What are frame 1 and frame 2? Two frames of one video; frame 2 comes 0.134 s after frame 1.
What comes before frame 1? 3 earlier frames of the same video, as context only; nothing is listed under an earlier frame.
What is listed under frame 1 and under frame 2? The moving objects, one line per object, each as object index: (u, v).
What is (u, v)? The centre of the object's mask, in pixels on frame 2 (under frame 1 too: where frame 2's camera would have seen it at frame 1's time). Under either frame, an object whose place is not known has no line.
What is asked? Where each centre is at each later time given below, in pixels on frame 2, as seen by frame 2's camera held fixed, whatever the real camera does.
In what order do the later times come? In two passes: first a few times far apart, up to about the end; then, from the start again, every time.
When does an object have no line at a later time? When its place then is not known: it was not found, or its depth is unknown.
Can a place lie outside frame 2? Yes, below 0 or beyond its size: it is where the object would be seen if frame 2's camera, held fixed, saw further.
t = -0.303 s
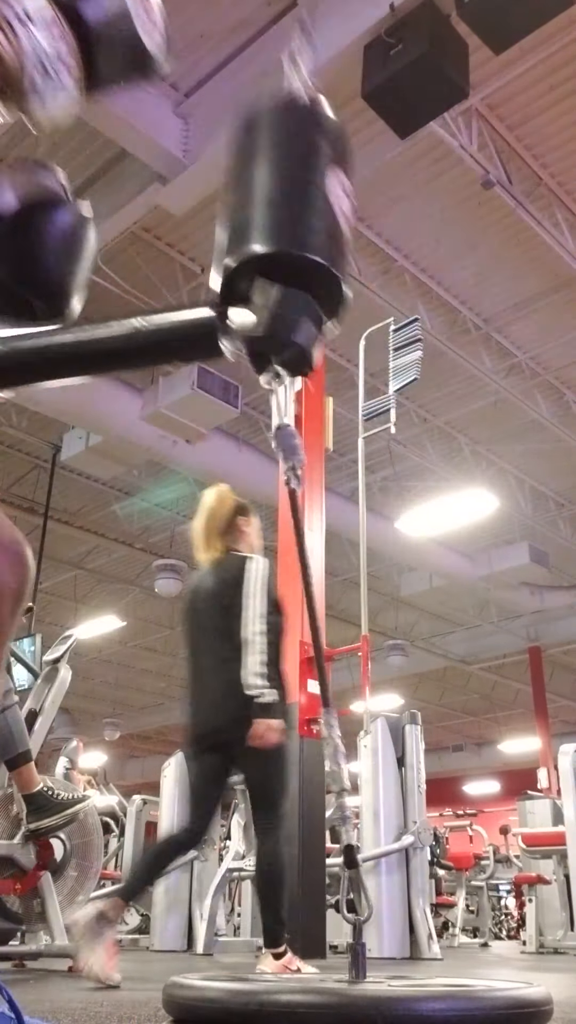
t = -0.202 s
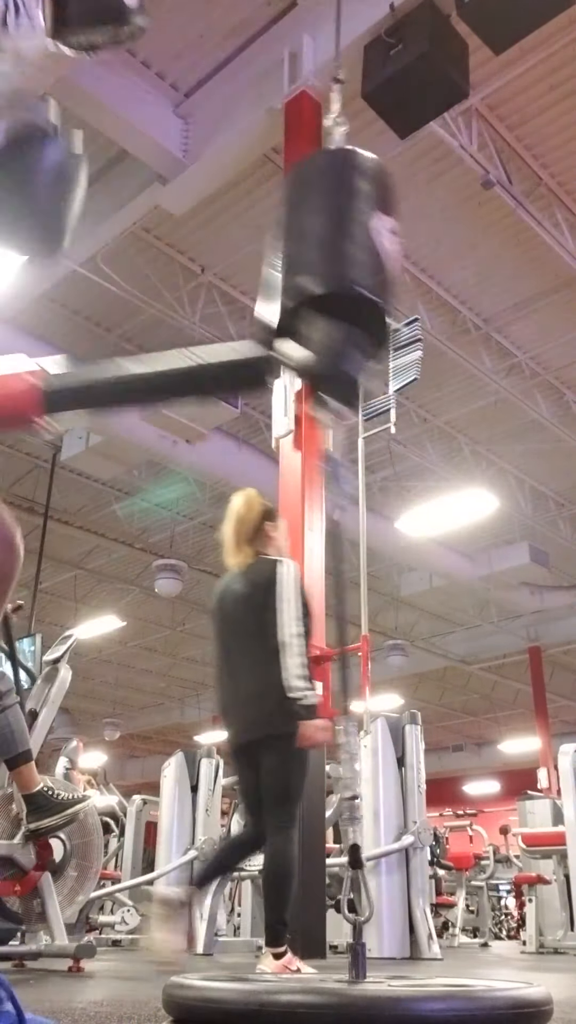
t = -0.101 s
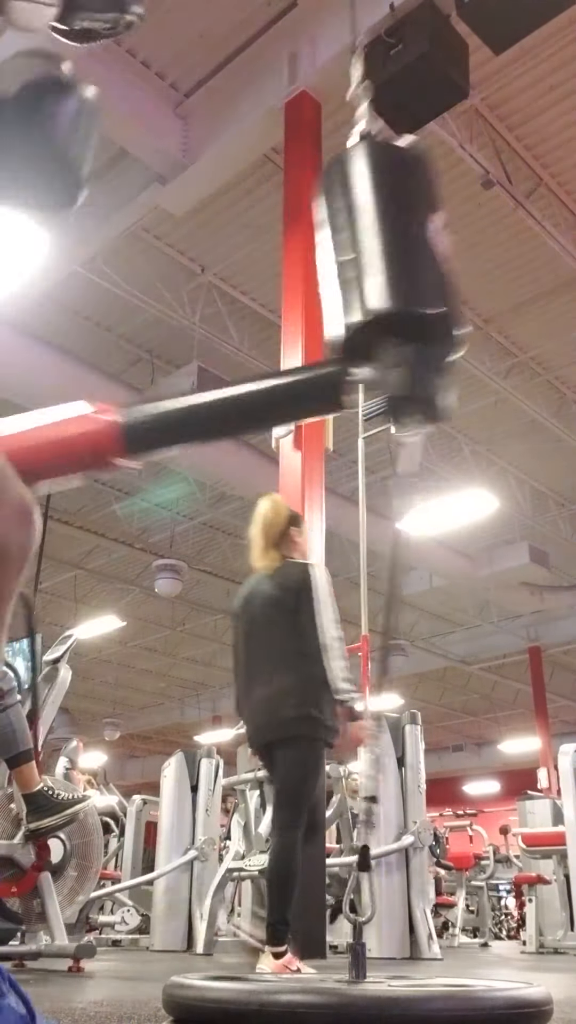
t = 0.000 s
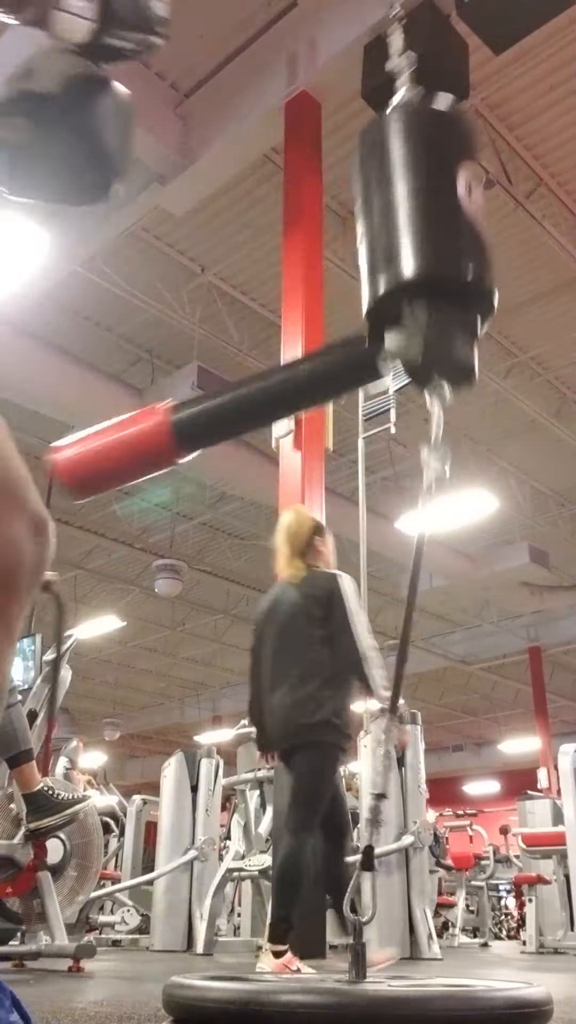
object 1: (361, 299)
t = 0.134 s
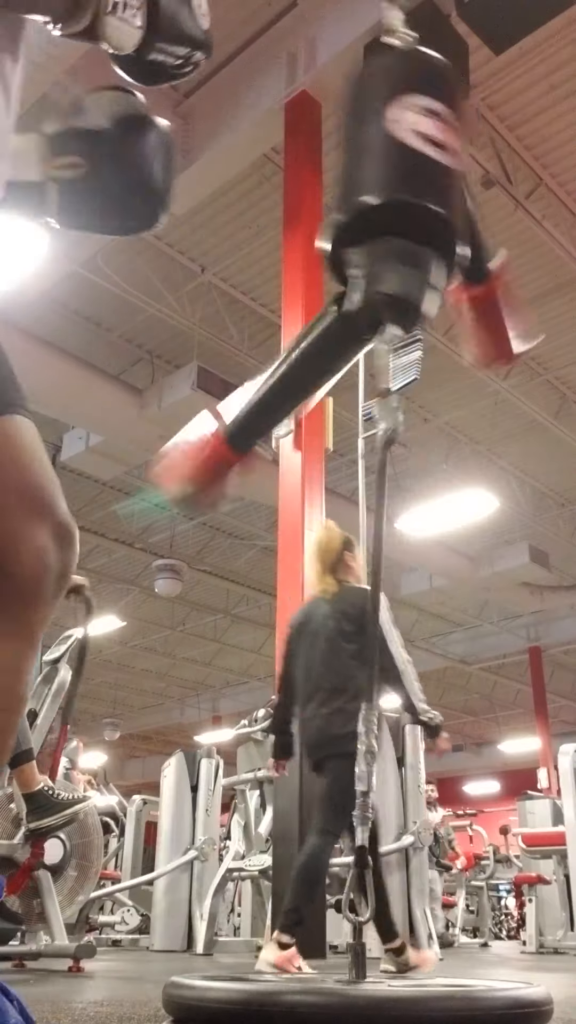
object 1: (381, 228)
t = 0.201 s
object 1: (366, 222)
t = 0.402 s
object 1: (339, 197)
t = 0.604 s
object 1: (387, 240)
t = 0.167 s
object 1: (373, 224)
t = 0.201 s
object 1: (366, 222)
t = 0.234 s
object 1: (353, 218)
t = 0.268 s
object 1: (343, 204)
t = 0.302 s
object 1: (337, 219)
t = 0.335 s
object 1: (339, 197)
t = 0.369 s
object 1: (337, 197)
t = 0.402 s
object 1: (339, 197)
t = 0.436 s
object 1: (338, 200)
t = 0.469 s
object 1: (344, 204)
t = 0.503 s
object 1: (350, 215)
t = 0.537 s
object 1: (361, 224)
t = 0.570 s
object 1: (372, 230)
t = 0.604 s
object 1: (387, 240)
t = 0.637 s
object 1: (400, 241)
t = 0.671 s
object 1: (413, 239)
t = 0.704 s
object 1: (423, 242)
